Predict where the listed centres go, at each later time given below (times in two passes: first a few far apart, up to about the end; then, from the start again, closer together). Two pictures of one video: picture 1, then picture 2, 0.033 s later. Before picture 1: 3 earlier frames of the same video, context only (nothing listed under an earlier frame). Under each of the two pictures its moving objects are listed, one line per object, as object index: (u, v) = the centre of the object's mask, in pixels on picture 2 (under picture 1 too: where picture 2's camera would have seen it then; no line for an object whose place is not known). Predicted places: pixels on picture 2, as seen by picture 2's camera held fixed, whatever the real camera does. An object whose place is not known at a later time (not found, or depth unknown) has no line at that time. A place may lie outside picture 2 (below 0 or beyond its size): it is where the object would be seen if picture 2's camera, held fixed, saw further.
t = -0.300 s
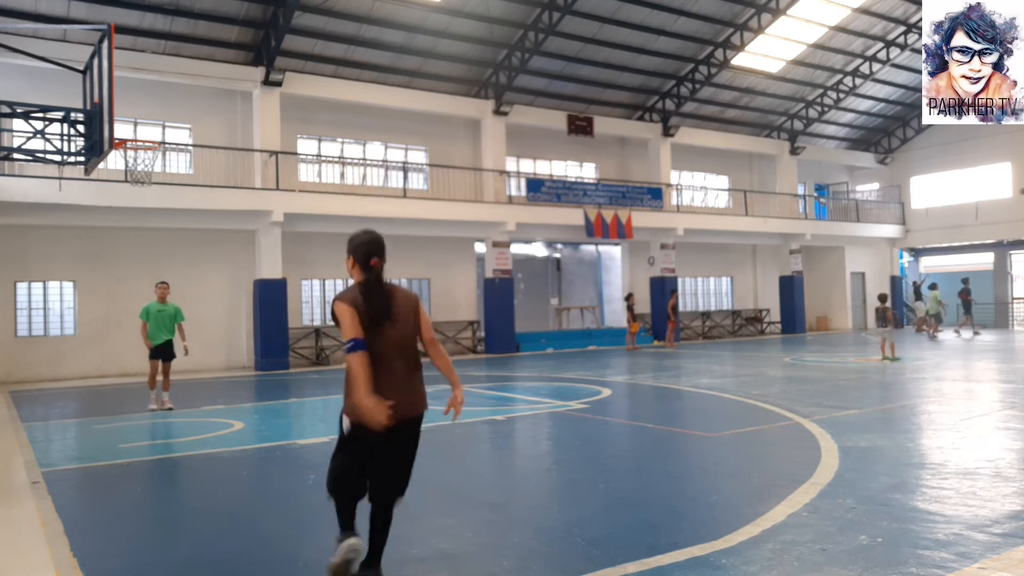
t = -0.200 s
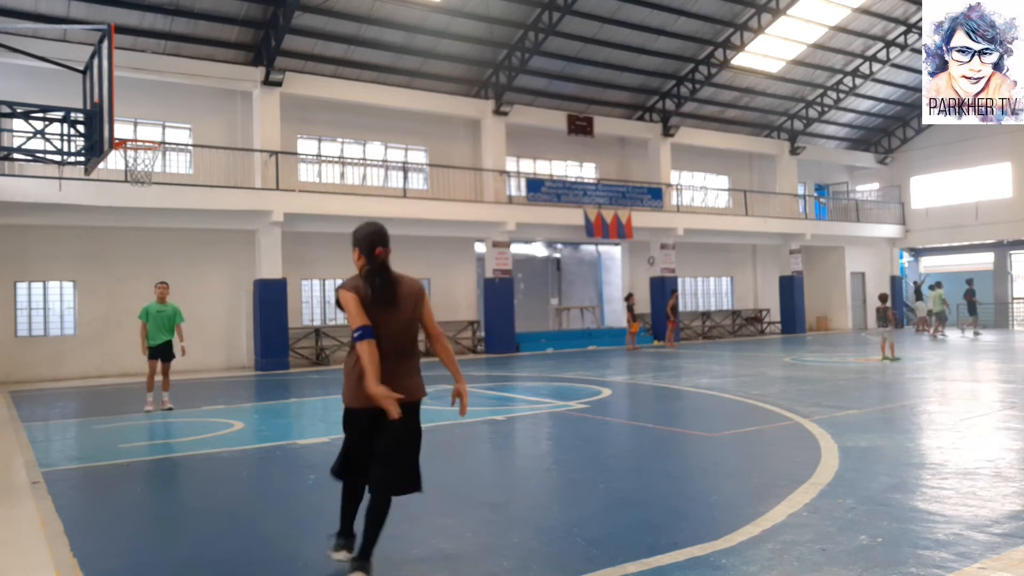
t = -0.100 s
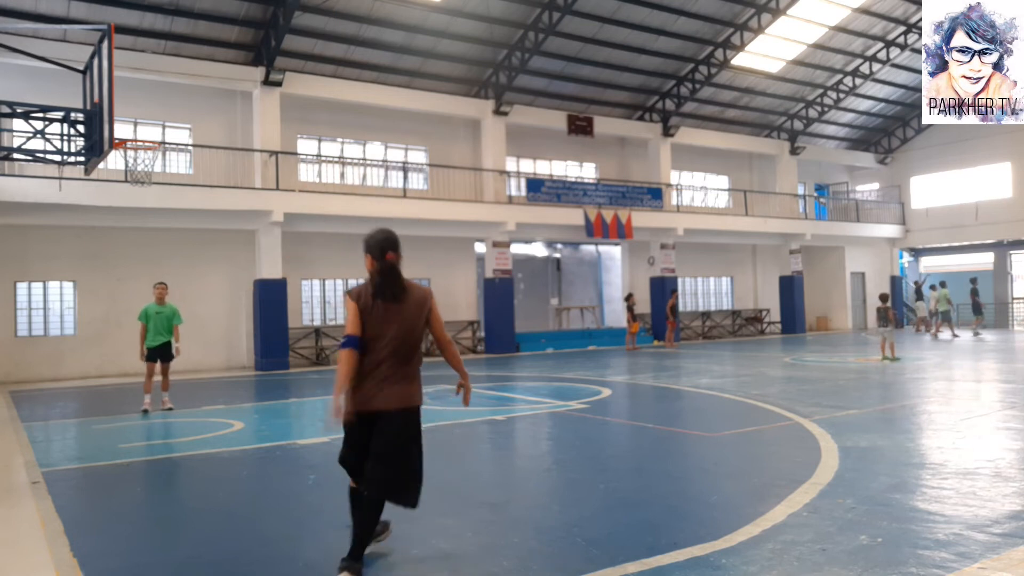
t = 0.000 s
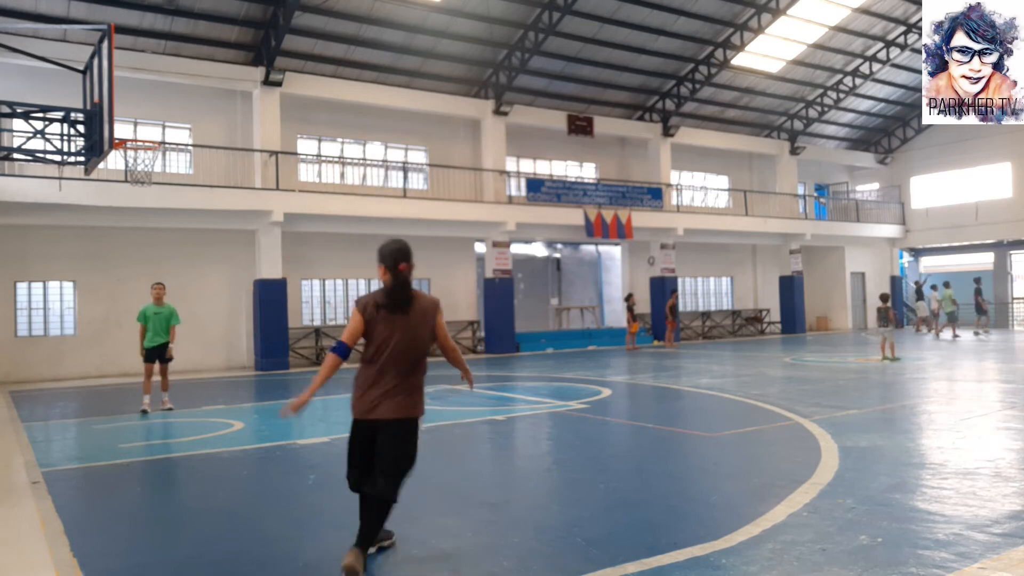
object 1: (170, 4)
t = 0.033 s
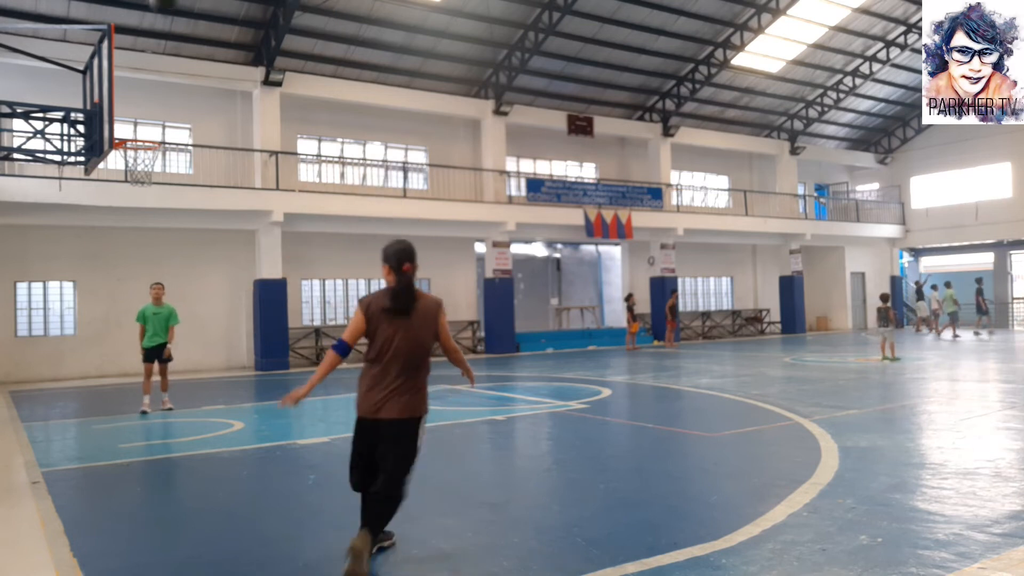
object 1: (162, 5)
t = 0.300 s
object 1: (138, 110)
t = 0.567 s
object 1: (146, 157)
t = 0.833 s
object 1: (132, 185)
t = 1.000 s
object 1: (128, 226)
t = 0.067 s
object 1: (160, 12)
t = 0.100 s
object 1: (157, 22)
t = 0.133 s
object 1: (153, 37)
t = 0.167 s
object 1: (150, 51)
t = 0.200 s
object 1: (147, 66)
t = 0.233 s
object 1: (144, 81)
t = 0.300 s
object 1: (138, 110)
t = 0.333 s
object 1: (135, 128)
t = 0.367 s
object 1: (134, 145)
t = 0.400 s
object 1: (139, 153)
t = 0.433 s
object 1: (147, 156)
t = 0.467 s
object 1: (149, 155)
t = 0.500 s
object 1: (149, 153)
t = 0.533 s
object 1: (148, 155)
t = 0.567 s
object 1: (146, 157)
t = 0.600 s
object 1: (144, 160)
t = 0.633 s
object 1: (142, 163)
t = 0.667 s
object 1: (140, 167)
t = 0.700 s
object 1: (138, 170)
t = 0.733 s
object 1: (136, 173)
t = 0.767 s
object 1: (135, 176)
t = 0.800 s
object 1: (133, 180)
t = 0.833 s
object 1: (132, 185)
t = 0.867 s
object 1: (131, 192)
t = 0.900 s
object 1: (130, 199)
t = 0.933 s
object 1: (129, 207)
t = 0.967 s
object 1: (128, 216)
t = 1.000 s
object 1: (128, 226)
